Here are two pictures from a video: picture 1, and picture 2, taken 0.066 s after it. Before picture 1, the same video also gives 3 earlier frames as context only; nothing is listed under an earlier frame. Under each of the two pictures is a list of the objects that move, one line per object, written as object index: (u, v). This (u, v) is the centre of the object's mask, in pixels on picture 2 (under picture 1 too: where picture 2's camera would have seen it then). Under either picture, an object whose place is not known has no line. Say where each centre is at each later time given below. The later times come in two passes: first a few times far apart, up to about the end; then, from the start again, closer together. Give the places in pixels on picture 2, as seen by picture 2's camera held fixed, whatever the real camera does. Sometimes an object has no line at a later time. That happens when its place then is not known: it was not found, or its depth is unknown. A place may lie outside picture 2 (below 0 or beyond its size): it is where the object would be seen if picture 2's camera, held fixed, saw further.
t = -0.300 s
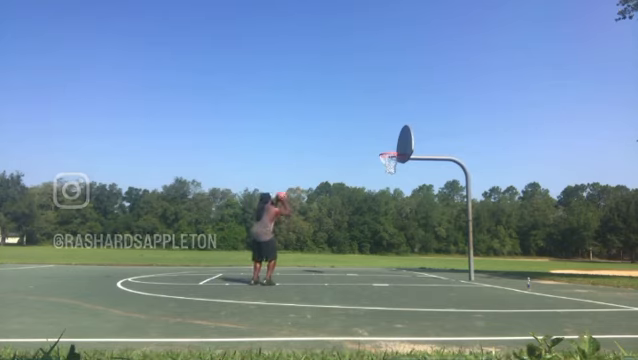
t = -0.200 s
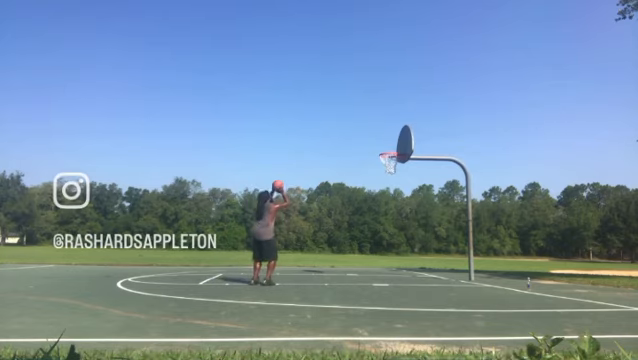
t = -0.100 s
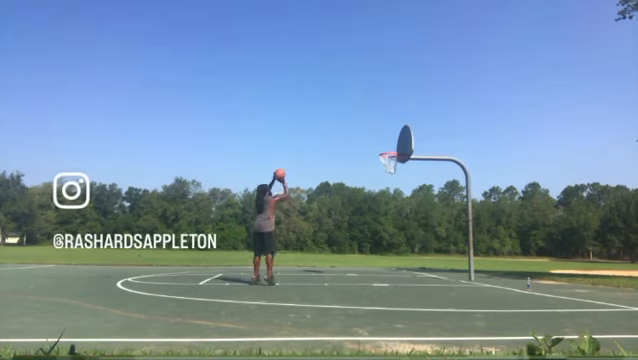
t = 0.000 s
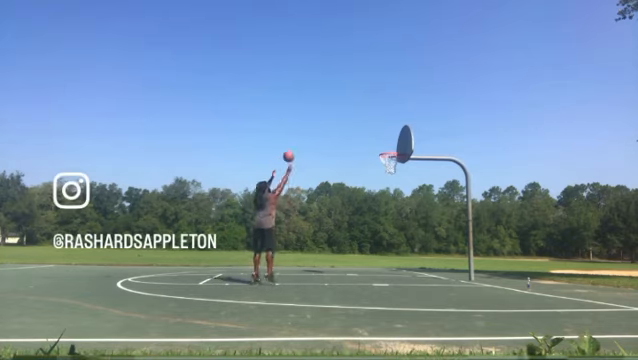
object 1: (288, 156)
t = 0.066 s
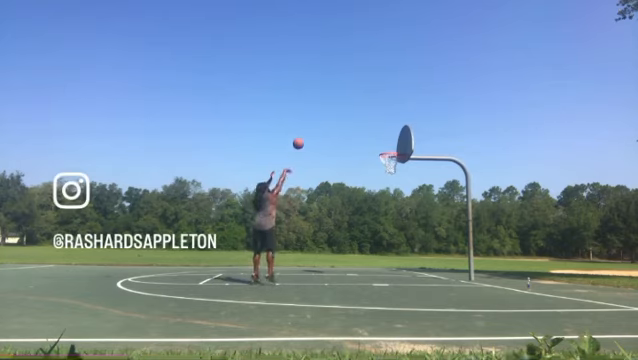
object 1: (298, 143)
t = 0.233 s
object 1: (320, 123)
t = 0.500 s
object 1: (351, 115)
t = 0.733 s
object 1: (374, 133)
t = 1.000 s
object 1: (396, 166)
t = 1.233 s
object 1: (399, 180)
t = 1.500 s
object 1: (404, 220)
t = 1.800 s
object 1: (406, 259)
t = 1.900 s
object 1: (404, 240)
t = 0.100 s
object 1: (303, 137)
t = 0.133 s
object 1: (307, 133)
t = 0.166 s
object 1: (311, 128)
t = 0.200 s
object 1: (316, 125)
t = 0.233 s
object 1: (320, 123)
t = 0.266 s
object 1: (324, 119)
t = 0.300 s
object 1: (329, 117)
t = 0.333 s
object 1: (332, 116)
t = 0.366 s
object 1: (336, 115)
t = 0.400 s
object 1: (340, 114)
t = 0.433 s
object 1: (344, 114)
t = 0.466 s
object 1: (347, 114)
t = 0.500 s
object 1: (351, 115)
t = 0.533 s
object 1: (354, 117)
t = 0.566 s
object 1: (358, 118)
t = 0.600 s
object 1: (361, 120)
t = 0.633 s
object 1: (365, 123)
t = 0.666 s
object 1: (368, 125)
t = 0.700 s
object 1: (371, 129)
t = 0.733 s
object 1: (374, 133)
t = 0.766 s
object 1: (377, 137)
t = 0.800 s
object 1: (381, 141)
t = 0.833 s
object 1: (383, 146)
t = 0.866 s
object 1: (387, 150)
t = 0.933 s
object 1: (394, 162)
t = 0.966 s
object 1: (396, 166)
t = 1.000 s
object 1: (396, 166)
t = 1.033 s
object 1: (396, 166)
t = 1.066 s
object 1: (397, 168)
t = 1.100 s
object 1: (397, 170)
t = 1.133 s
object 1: (398, 172)
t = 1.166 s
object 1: (398, 174)
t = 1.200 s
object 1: (399, 176)
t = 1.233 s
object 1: (399, 180)
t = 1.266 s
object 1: (400, 184)
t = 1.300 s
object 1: (401, 188)
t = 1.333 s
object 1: (402, 192)
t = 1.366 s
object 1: (403, 197)
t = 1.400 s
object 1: (404, 201)
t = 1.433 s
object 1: (404, 208)
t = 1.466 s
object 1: (404, 213)
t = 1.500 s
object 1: (404, 220)
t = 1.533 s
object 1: (405, 227)
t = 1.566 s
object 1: (406, 235)
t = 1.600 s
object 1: (407, 242)
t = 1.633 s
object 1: (407, 250)
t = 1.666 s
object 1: (407, 259)
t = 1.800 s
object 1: (406, 259)
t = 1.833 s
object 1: (406, 252)
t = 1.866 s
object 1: (405, 245)
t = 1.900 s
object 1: (404, 240)
